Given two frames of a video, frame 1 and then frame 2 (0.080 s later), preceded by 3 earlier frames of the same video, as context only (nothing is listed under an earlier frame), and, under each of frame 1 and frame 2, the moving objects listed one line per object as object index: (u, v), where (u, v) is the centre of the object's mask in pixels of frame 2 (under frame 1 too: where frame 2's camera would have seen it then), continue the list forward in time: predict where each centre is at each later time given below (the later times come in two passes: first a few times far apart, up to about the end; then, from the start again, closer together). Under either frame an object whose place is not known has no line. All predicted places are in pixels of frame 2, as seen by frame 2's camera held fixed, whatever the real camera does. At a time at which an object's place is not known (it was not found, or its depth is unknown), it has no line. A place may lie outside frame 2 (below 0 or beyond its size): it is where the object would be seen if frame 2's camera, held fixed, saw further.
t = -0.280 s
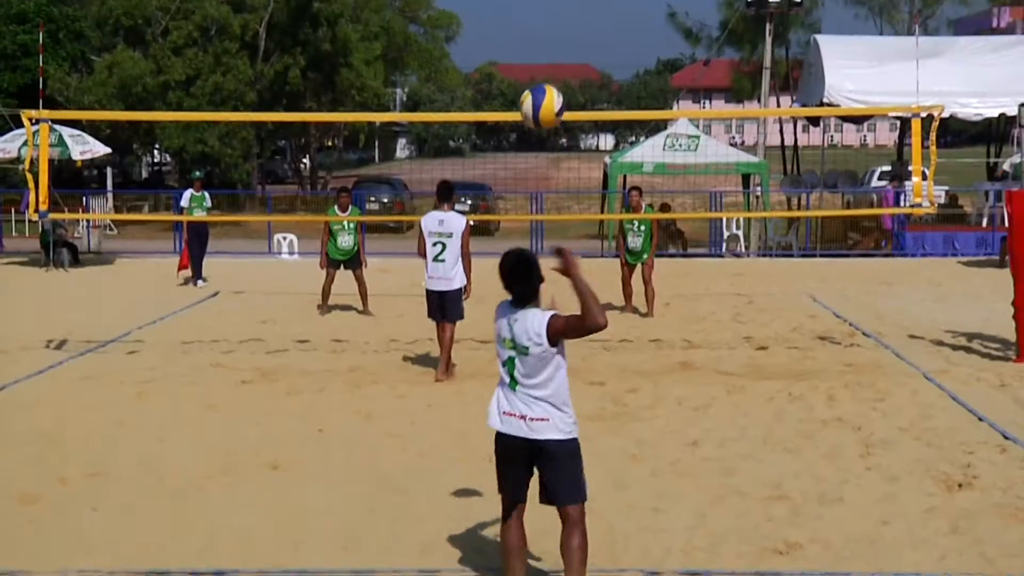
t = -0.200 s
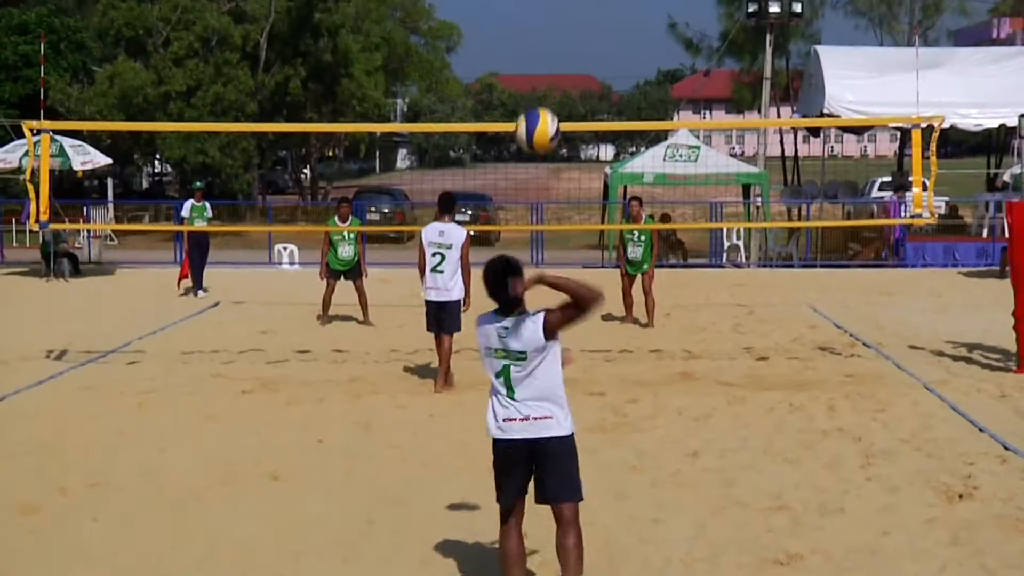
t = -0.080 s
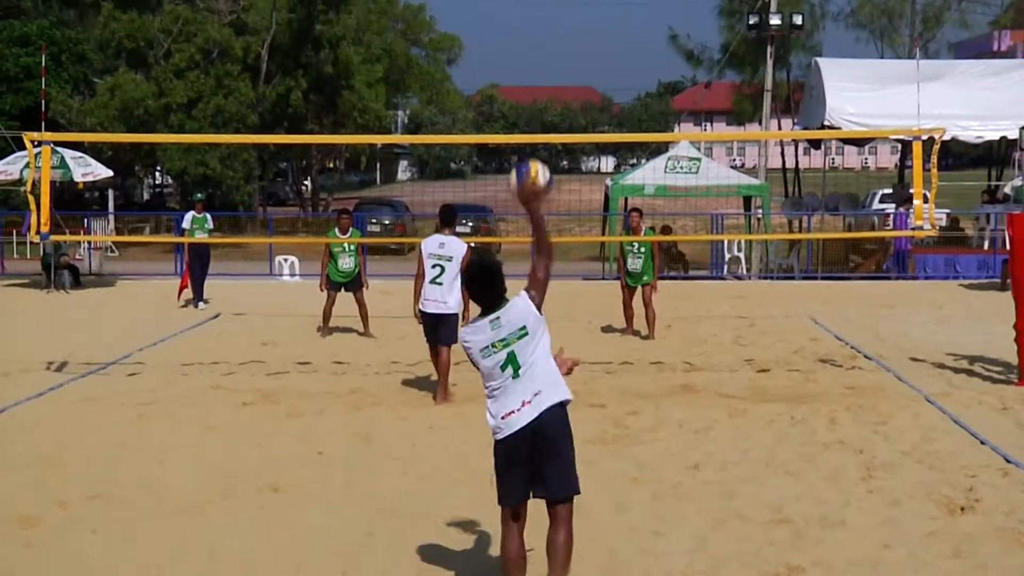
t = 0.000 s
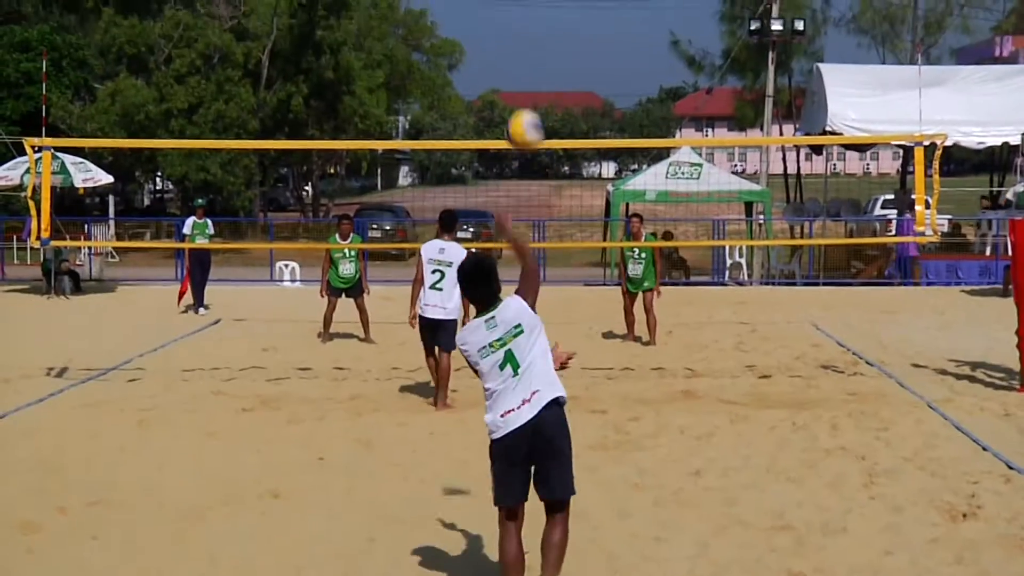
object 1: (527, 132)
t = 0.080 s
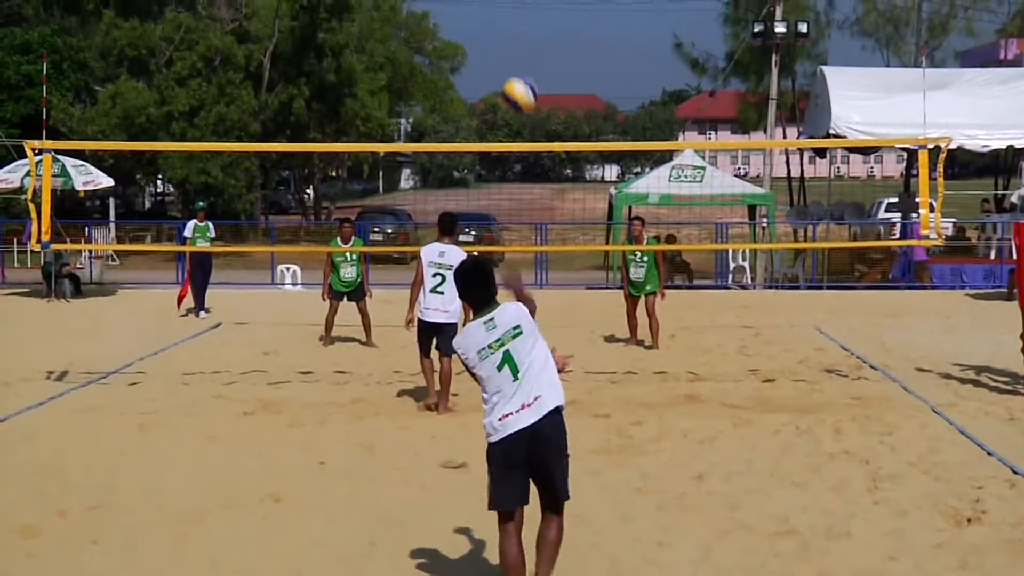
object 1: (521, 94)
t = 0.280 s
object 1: (501, 58)
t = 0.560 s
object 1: (483, 88)
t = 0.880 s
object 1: (466, 195)
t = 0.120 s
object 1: (516, 80)
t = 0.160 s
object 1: (514, 70)
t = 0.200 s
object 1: (510, 62)
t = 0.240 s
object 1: (505, 59)
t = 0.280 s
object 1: (501, 58)
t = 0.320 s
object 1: (496, 57)
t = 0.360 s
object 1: (493, 58)
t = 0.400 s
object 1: (490, 60)
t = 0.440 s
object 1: (488, 66)
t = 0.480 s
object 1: (486, 71)
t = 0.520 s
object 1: (484, 78)
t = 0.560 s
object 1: (483, 88)
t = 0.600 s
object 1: (482, 99)
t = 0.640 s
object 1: (480, 110)
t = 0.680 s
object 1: (477, 121)
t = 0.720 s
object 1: (475, 132)
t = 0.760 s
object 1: (473, 154)
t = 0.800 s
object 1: (469, 165)
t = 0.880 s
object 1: (466, 195)
